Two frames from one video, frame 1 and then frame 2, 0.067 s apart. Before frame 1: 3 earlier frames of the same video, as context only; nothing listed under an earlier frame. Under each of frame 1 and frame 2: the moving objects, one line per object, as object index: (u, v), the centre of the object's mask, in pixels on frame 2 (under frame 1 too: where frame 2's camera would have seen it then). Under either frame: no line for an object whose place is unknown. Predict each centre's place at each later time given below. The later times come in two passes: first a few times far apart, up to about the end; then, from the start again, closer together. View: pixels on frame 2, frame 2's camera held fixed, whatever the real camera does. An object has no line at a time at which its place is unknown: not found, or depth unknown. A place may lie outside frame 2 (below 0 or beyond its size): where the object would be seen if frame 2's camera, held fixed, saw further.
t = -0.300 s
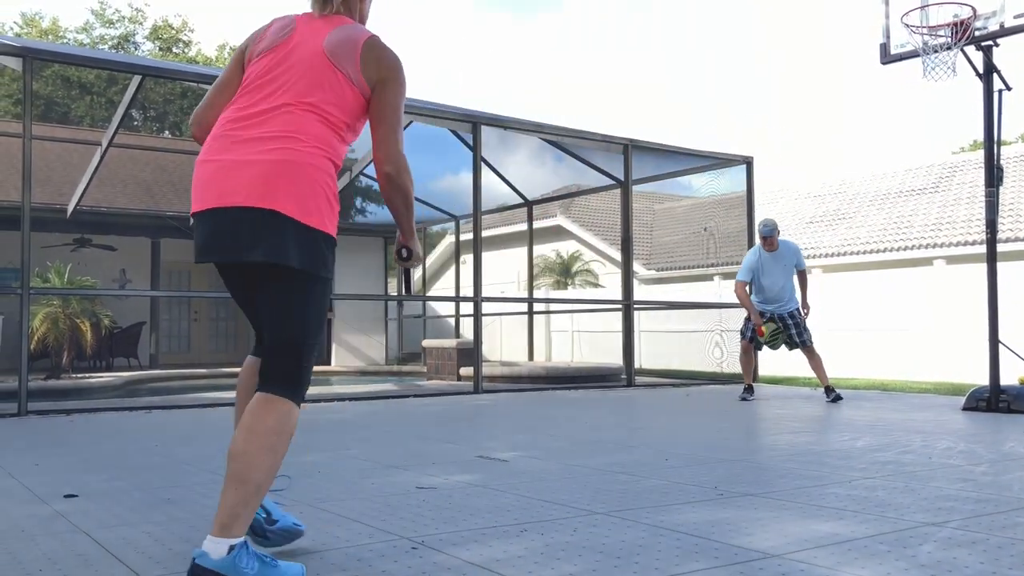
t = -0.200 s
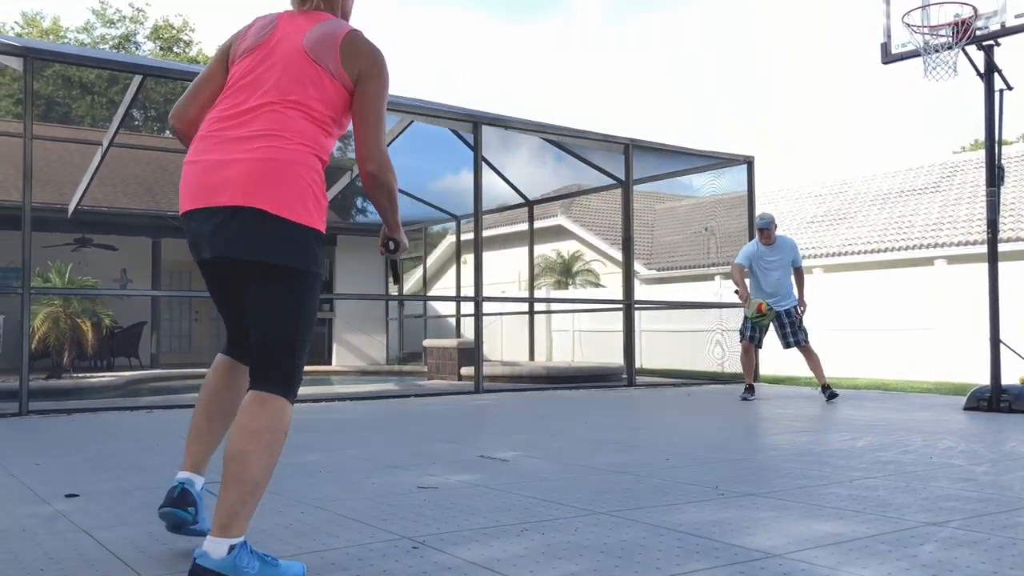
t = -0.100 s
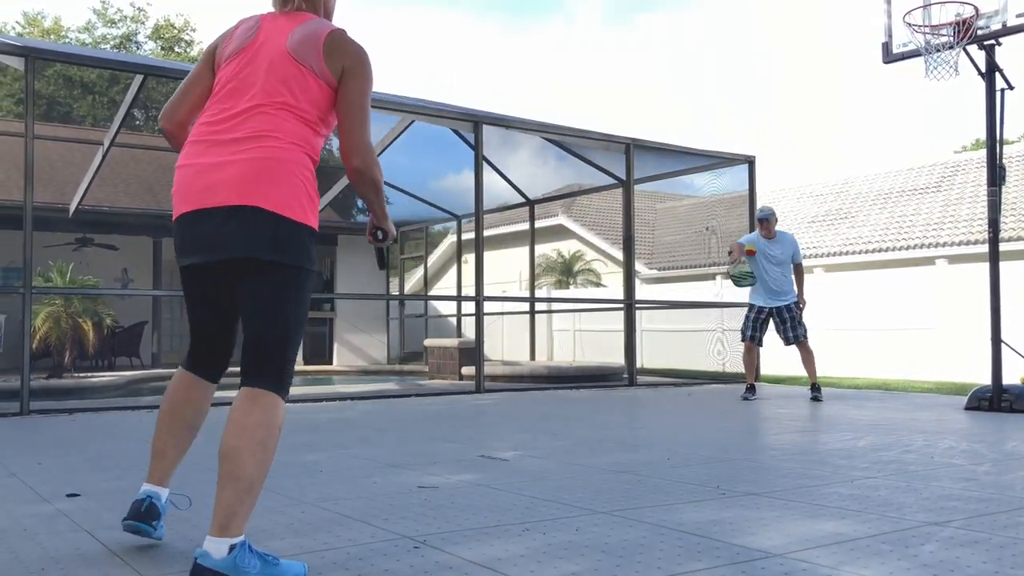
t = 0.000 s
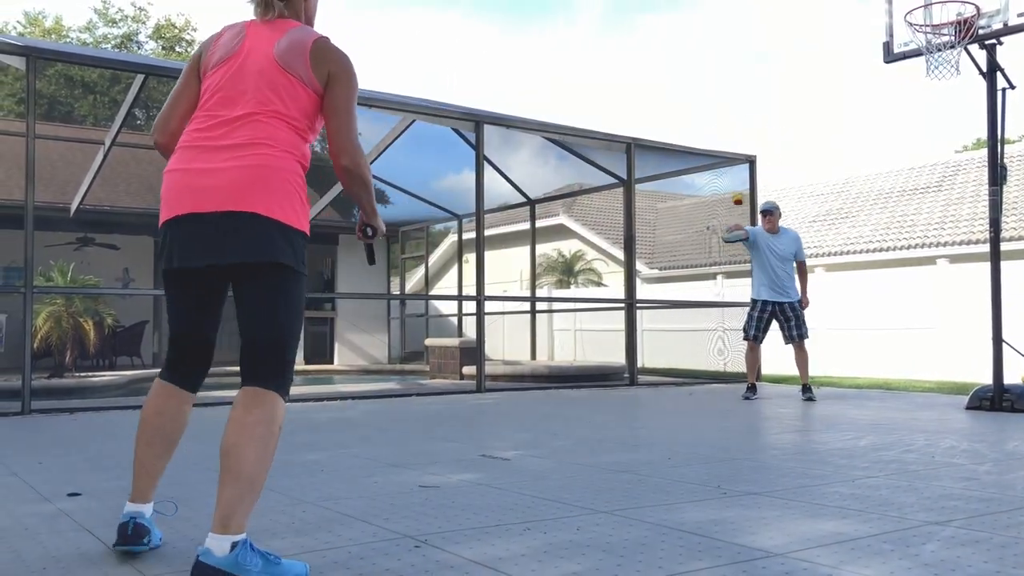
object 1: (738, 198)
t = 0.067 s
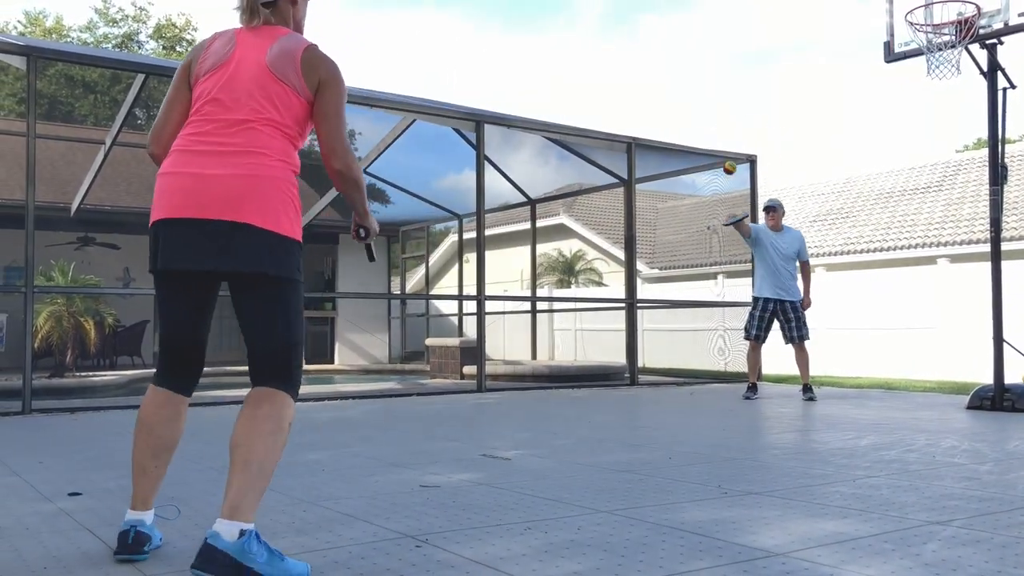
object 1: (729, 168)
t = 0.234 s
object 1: (702, 109)
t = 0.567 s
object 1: (610, 113)
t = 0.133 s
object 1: (719, 141)
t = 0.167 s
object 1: (714, 129)
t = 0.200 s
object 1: (708, 118)
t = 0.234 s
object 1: (702, 109)
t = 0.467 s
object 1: (645, 87)
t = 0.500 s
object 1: (634, 93)
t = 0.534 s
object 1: (623, 101)
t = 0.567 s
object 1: (610, 113)
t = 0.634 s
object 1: (582, 146)
